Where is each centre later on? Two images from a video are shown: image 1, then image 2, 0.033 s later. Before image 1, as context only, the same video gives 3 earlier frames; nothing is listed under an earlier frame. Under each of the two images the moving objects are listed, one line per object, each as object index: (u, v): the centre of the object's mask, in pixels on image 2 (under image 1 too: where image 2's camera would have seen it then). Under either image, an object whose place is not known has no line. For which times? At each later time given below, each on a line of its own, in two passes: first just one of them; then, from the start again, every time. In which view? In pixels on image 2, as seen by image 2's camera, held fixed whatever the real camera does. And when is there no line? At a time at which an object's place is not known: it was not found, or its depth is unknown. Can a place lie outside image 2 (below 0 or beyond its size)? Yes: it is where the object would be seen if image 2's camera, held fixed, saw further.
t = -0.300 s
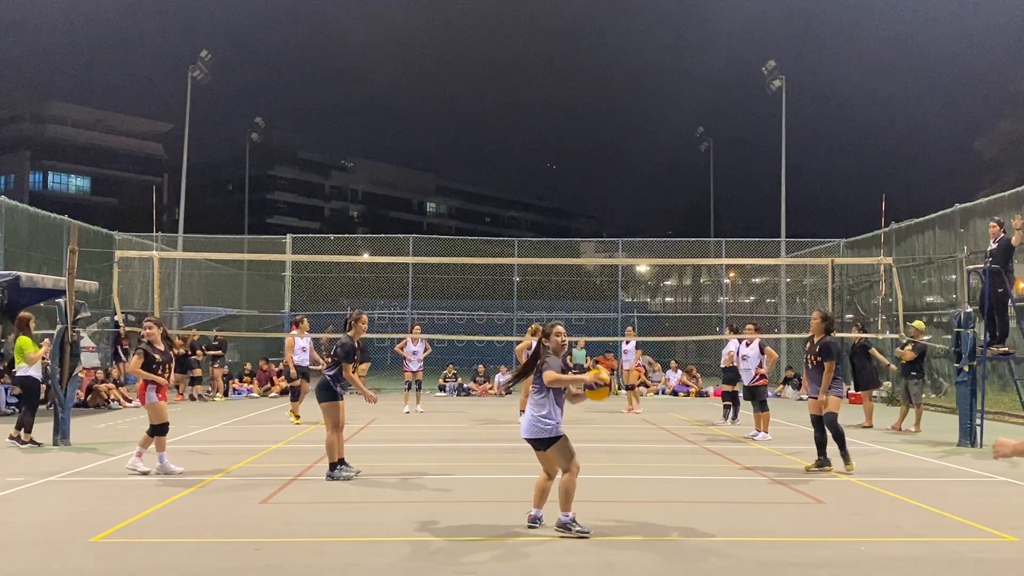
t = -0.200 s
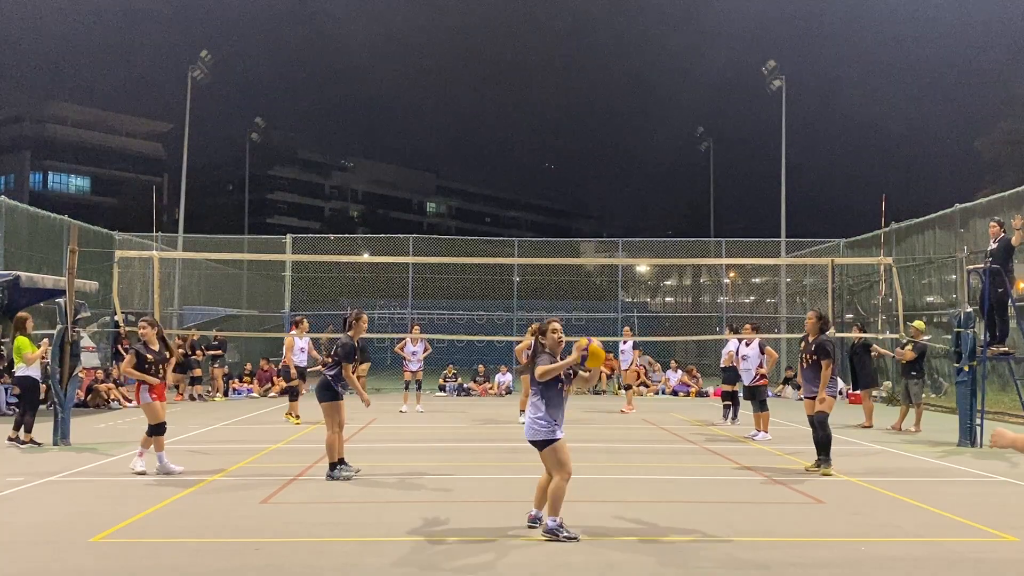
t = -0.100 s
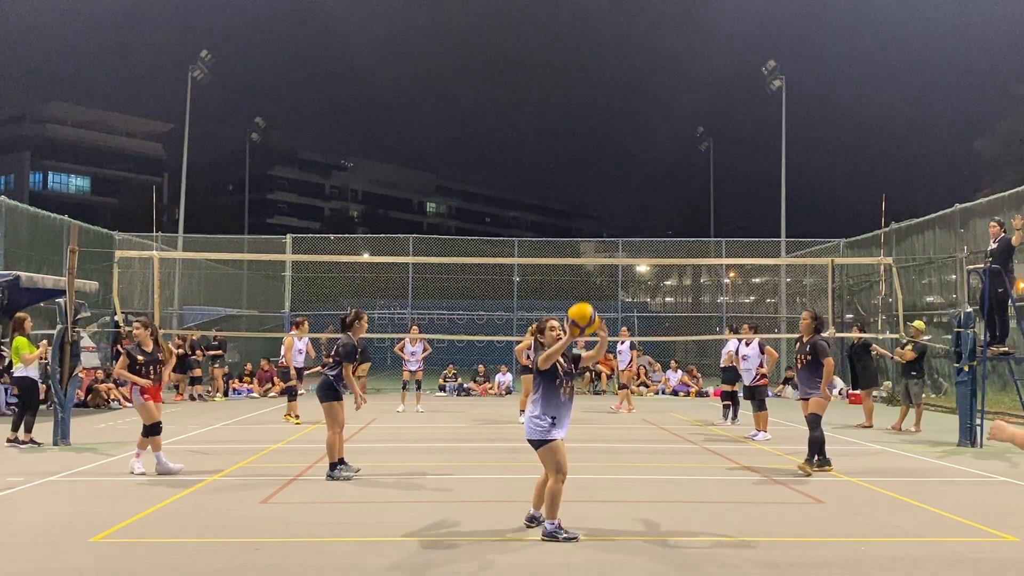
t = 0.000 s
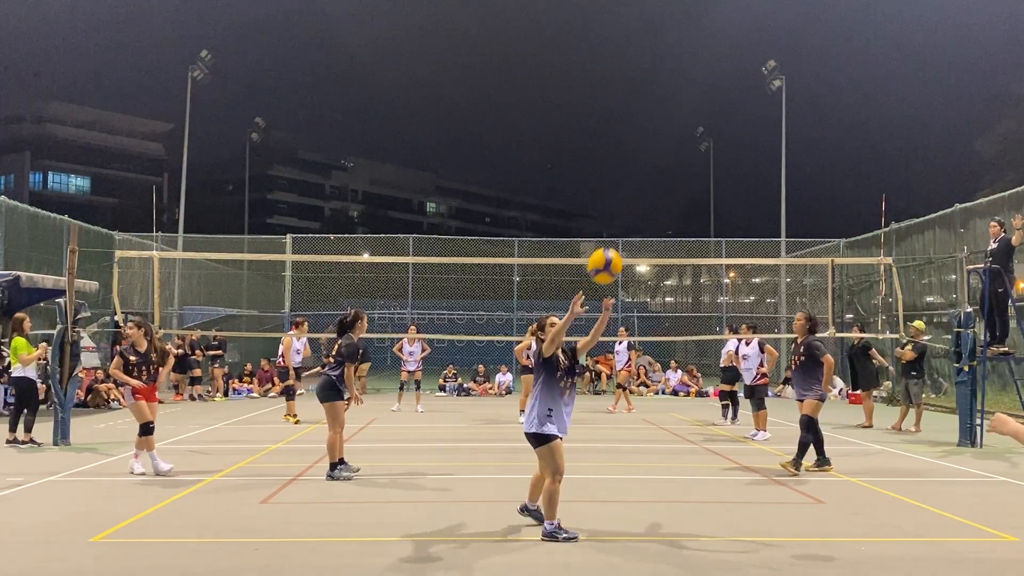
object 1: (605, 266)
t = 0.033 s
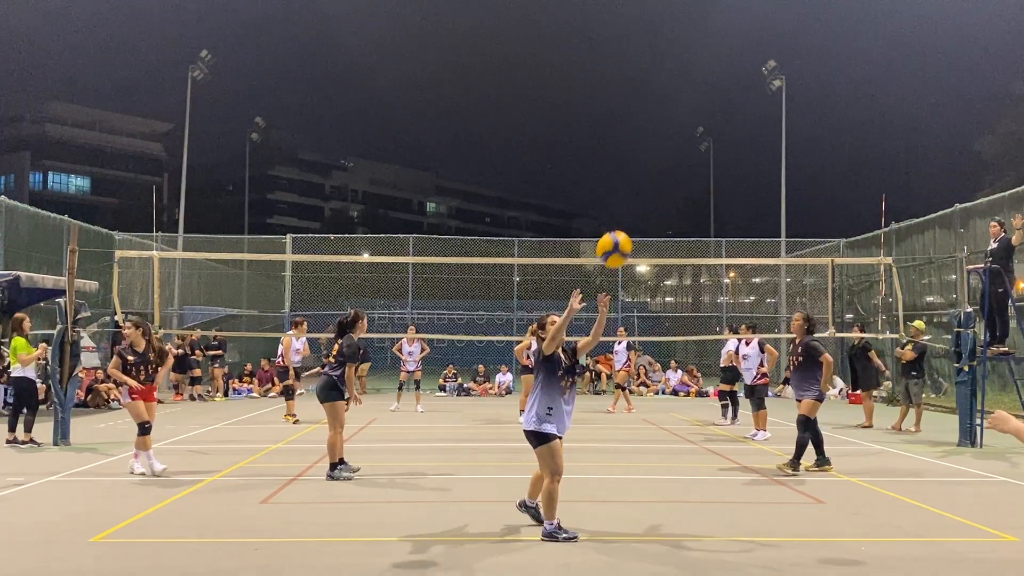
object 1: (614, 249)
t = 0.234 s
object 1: (675, 178)
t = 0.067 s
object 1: (624, 234)
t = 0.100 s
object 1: (633, 220)
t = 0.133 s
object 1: (643, 207)
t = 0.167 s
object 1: (654, 196)
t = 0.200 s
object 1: (664, 186)
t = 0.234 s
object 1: (675, 178)
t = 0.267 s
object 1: (686, 171)
